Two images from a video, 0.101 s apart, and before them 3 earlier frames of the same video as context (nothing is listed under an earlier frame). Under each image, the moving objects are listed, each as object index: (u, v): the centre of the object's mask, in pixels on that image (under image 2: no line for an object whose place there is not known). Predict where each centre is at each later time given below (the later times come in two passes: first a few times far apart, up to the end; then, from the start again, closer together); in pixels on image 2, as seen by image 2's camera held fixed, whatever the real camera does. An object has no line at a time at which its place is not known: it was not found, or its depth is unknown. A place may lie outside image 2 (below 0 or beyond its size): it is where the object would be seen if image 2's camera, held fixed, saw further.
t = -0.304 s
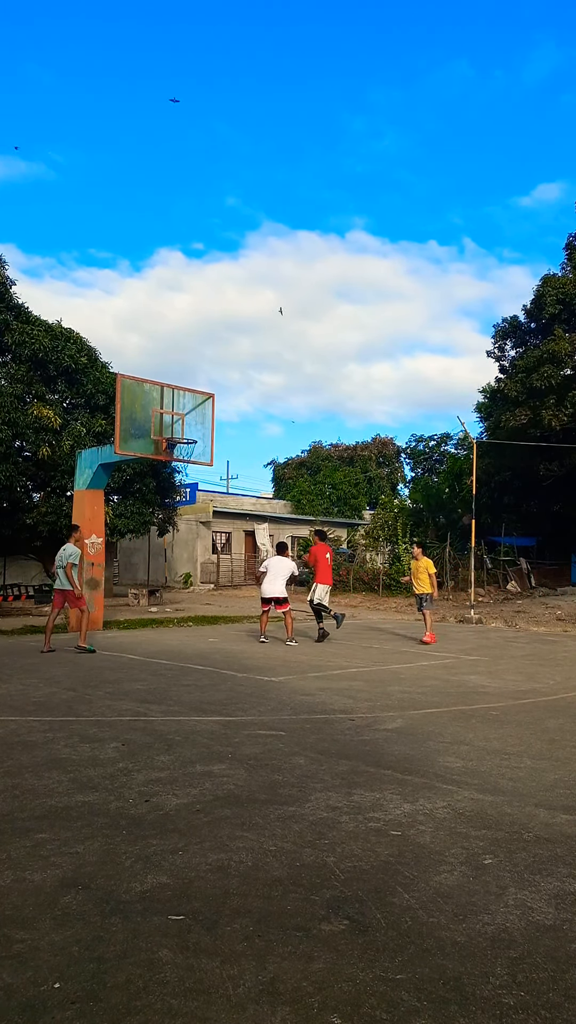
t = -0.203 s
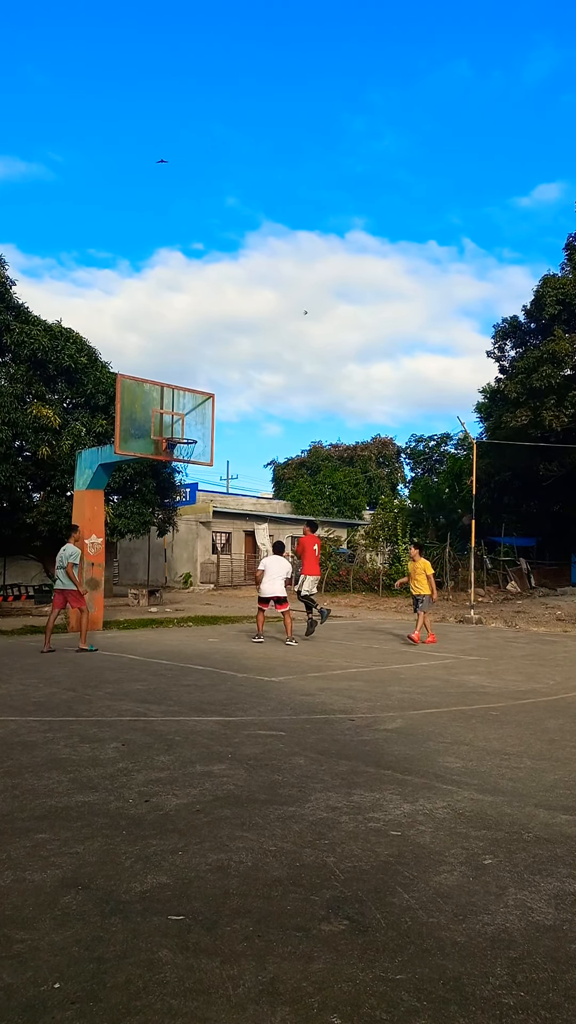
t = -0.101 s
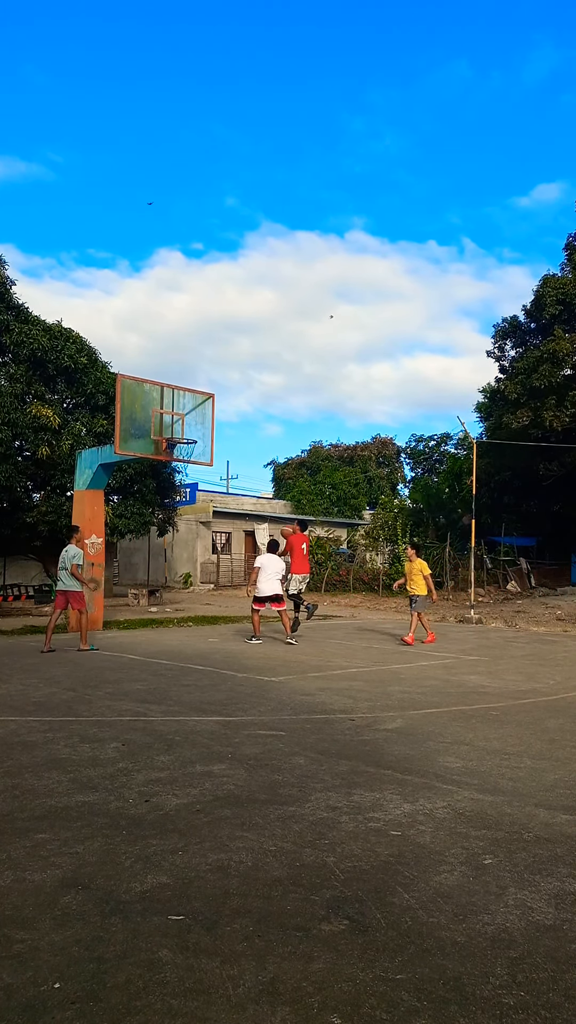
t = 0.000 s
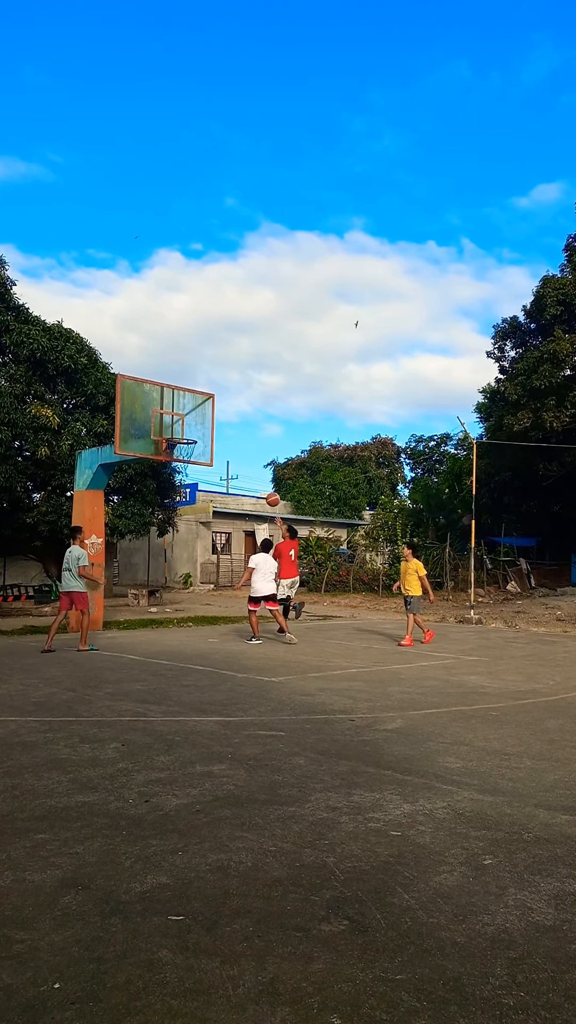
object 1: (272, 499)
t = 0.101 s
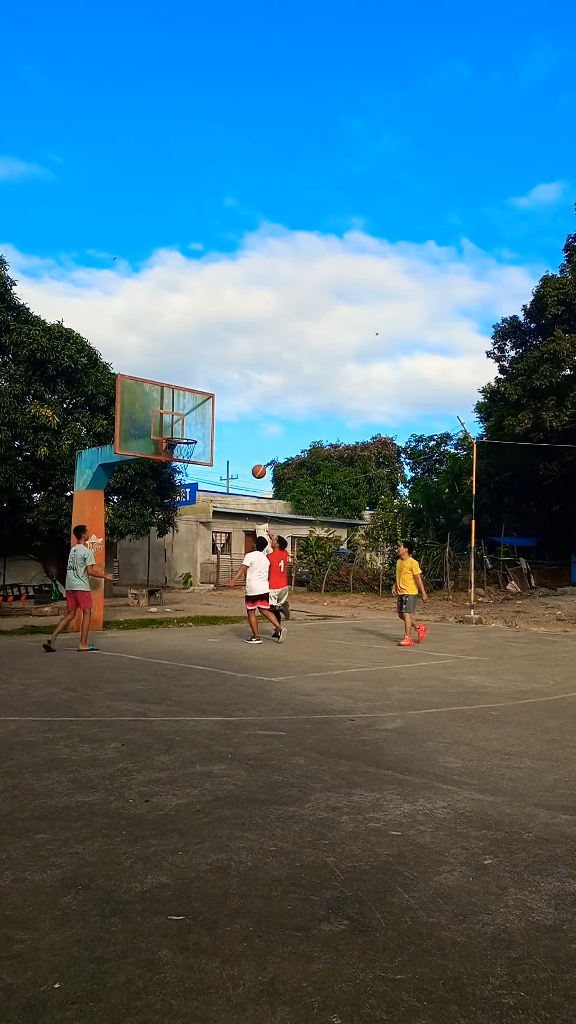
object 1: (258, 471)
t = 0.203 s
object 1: (244, 450)
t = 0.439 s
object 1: (211, 422)
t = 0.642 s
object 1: (195, 419)
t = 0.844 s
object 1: (189, 435)
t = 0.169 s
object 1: (249, 456)
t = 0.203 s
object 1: (244, 450)
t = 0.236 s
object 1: (240, 444)
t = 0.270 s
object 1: (235, 438)
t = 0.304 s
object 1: (230, 434)
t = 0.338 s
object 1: (225, 430)
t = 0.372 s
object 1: (220, 427)
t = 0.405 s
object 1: (216, 424)
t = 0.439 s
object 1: (211, 422)
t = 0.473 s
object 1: (206, 421)
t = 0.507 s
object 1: (201, 420)
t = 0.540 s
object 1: (198, 420)
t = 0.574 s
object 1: (197, 419)
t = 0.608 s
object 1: (196, 418)
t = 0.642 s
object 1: (195, 419)
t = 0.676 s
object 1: (194, 420)
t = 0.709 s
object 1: (193, 421)
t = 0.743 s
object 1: (192, 424)
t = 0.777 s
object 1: (190, 427)
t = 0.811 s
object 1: (189, 431)
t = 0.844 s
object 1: (189, 435)
